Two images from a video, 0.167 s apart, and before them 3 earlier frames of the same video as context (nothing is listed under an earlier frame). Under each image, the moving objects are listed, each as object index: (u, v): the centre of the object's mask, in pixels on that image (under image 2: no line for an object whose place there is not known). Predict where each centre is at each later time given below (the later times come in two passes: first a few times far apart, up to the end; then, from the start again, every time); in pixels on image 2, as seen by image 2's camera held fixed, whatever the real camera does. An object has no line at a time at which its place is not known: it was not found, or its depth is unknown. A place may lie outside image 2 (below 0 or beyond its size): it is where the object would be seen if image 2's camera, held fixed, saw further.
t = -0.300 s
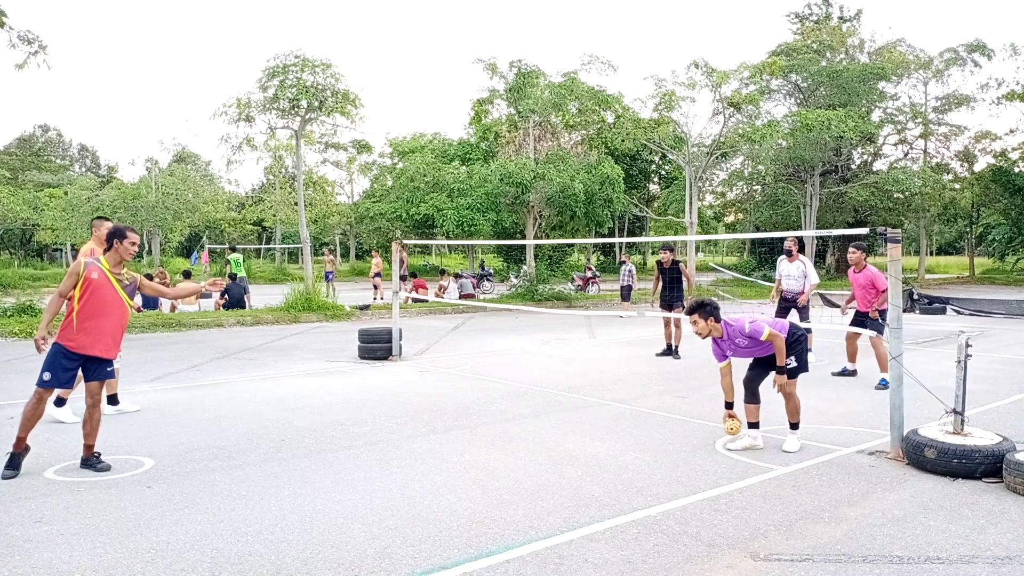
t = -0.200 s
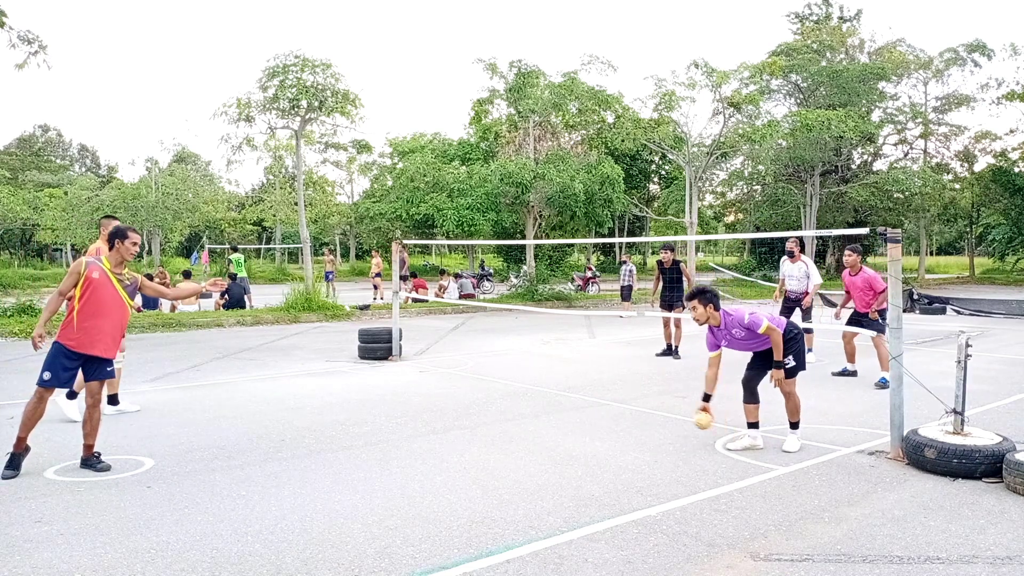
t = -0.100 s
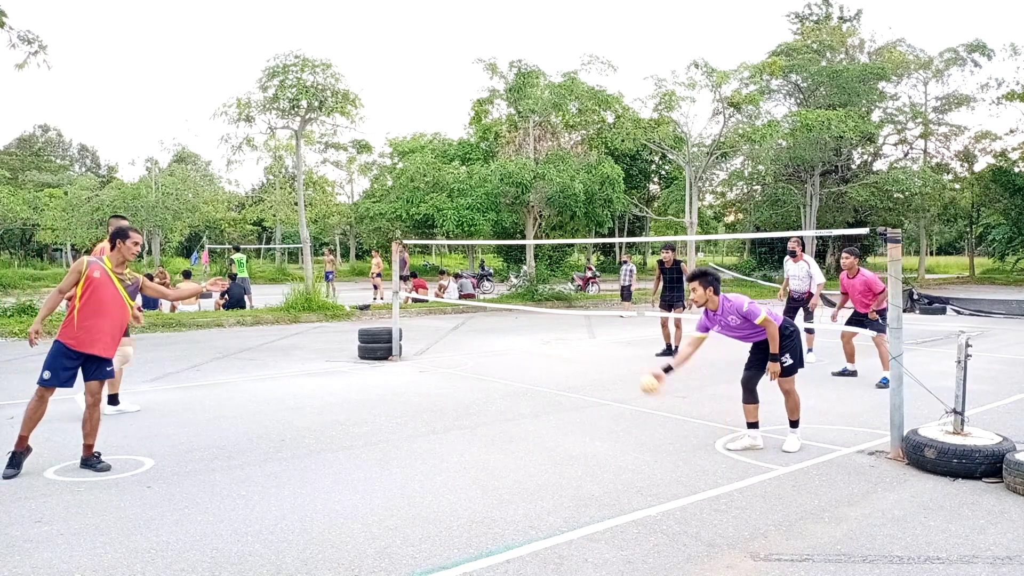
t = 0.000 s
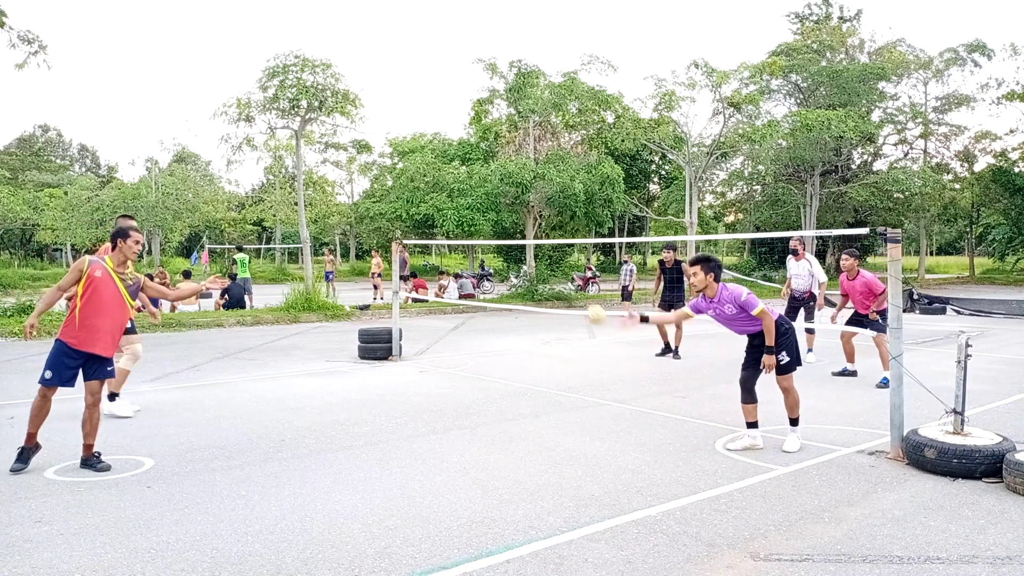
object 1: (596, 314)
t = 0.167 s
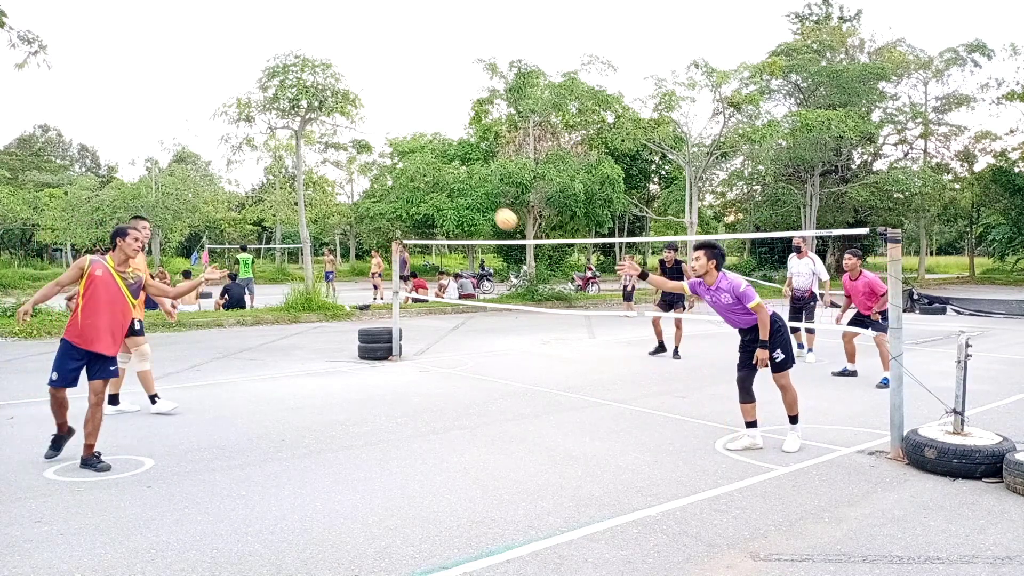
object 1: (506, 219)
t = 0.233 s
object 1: (468, 189)
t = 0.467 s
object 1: (325, 135)
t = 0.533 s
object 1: (282, 134)
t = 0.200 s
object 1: (487, 204)
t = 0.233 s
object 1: (468, 189)
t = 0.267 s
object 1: (448, 177)
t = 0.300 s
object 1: (429, 166)
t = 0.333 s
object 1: (408, 155)
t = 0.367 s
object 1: (390, 149)
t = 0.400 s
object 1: (366, 145)
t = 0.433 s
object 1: (346, 138)
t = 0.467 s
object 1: (325, 135)
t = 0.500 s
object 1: (303, 133)
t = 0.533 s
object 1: (282, 134)
